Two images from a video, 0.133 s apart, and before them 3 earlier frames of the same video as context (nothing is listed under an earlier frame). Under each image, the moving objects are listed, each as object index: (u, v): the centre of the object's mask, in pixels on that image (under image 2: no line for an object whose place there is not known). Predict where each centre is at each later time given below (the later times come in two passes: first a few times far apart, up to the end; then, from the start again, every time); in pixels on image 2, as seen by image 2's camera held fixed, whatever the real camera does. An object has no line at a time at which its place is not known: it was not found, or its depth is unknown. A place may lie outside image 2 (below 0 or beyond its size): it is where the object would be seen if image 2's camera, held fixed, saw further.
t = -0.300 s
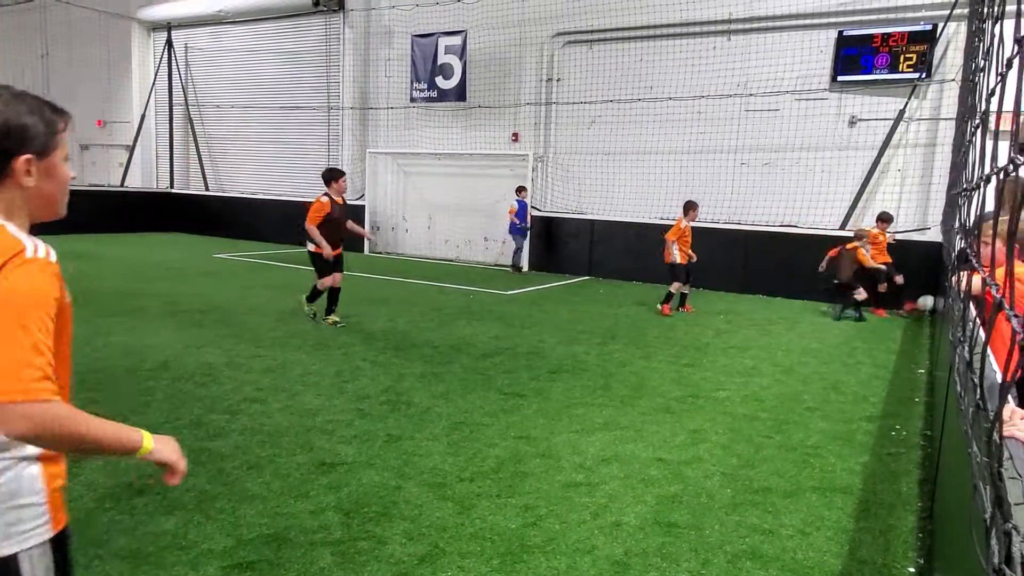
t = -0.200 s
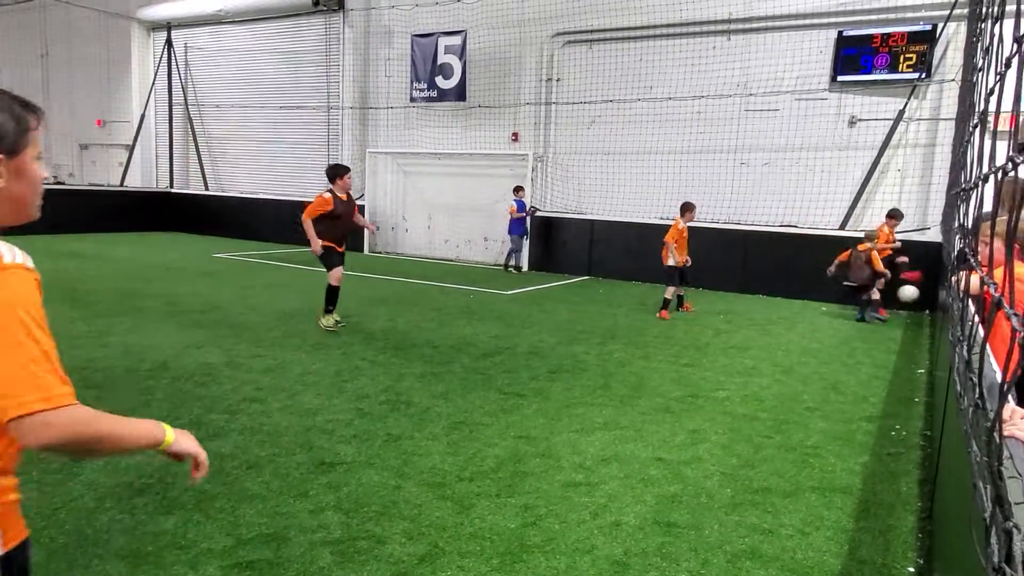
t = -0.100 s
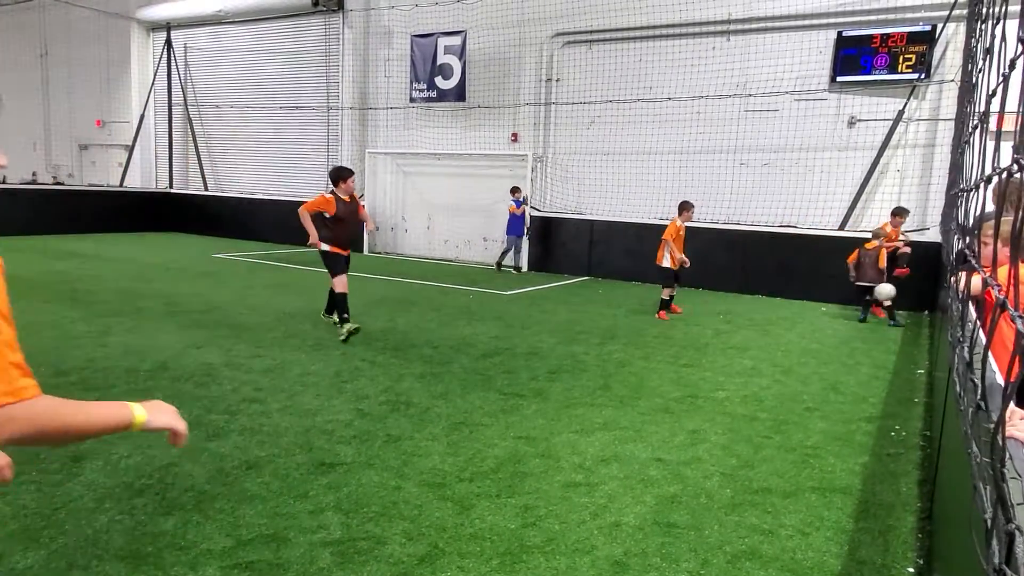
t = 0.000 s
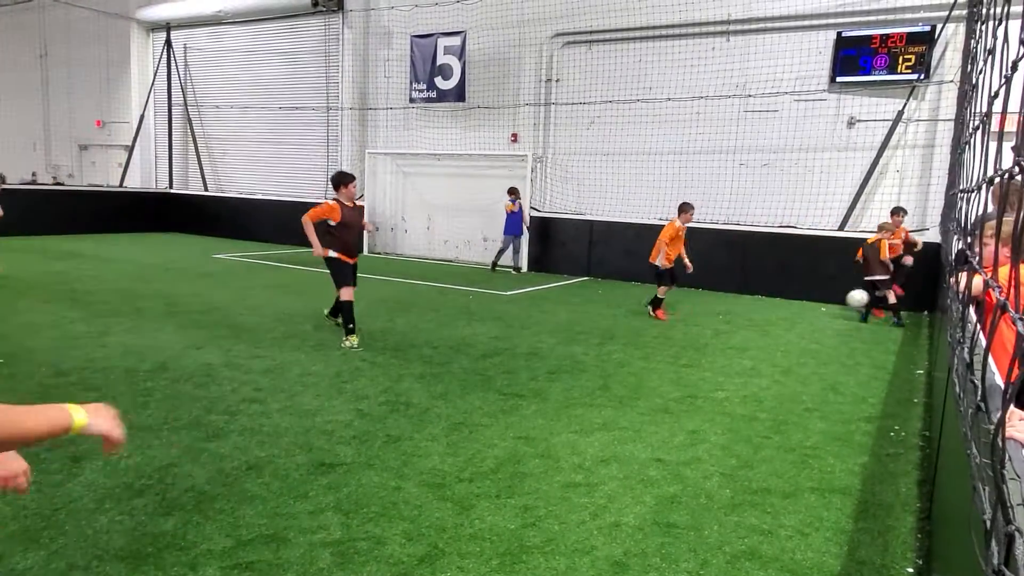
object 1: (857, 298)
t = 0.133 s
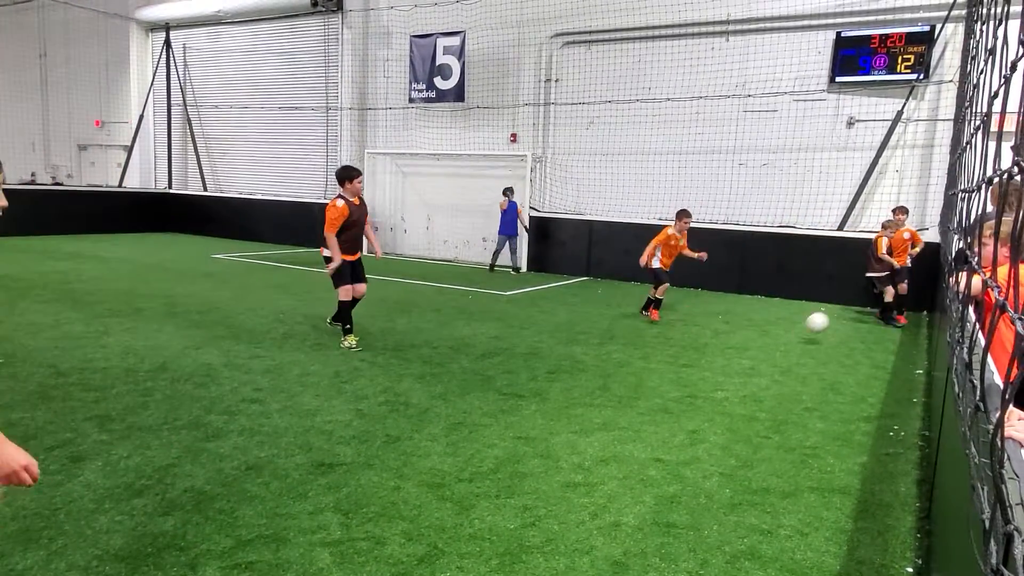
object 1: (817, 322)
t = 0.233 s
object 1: (790, 335)
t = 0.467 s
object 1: (743, 347)
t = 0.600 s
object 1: (714, 351)
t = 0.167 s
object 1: (806, 331)
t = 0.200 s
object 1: (797, 338)
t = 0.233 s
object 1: (790, 335)
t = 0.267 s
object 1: (785, 333)
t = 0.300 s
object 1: (779, 332)
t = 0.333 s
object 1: (772, 333)
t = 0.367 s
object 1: (765, 334)
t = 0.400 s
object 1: (758, 336)
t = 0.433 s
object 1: (750, 341)
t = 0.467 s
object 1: (743, 347)
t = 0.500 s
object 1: (735, 352)
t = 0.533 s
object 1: (729, 350)
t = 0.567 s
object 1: (722, 350)
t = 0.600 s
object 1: (714, 351)
